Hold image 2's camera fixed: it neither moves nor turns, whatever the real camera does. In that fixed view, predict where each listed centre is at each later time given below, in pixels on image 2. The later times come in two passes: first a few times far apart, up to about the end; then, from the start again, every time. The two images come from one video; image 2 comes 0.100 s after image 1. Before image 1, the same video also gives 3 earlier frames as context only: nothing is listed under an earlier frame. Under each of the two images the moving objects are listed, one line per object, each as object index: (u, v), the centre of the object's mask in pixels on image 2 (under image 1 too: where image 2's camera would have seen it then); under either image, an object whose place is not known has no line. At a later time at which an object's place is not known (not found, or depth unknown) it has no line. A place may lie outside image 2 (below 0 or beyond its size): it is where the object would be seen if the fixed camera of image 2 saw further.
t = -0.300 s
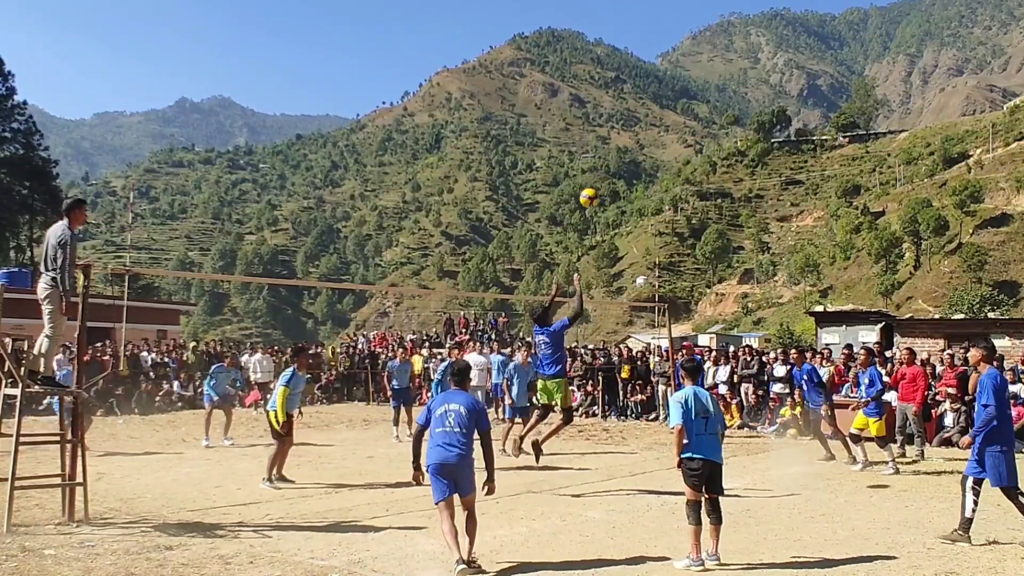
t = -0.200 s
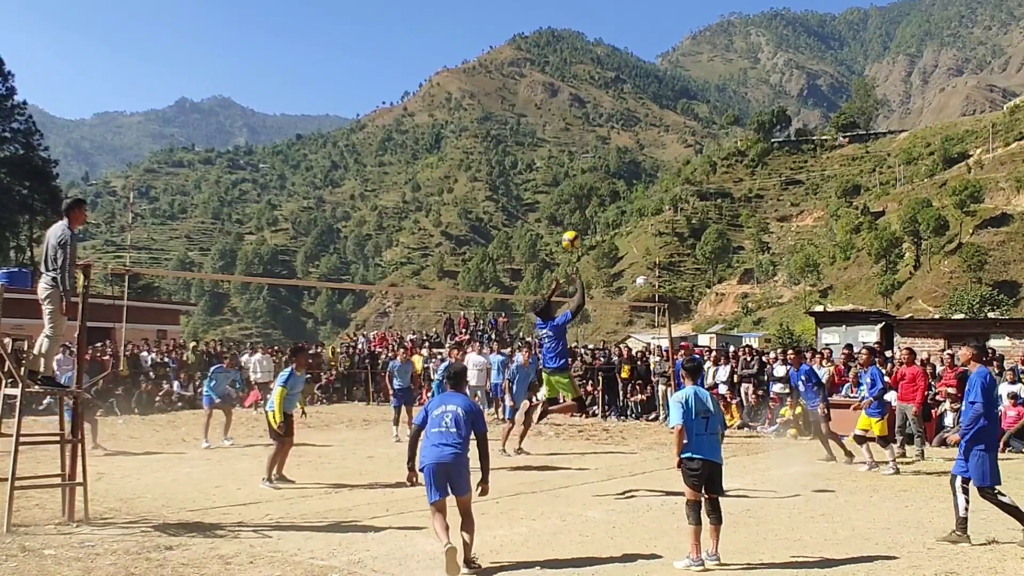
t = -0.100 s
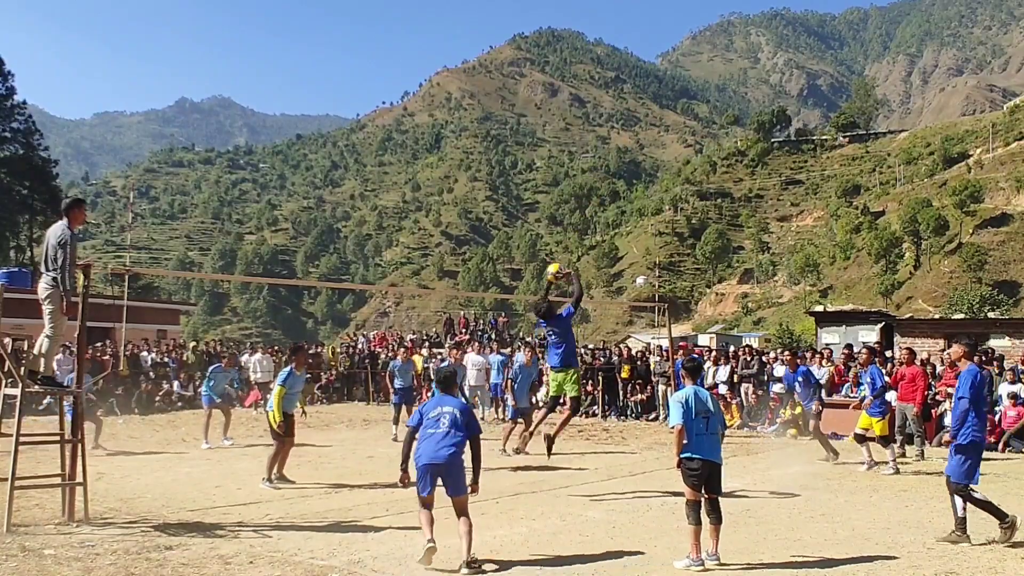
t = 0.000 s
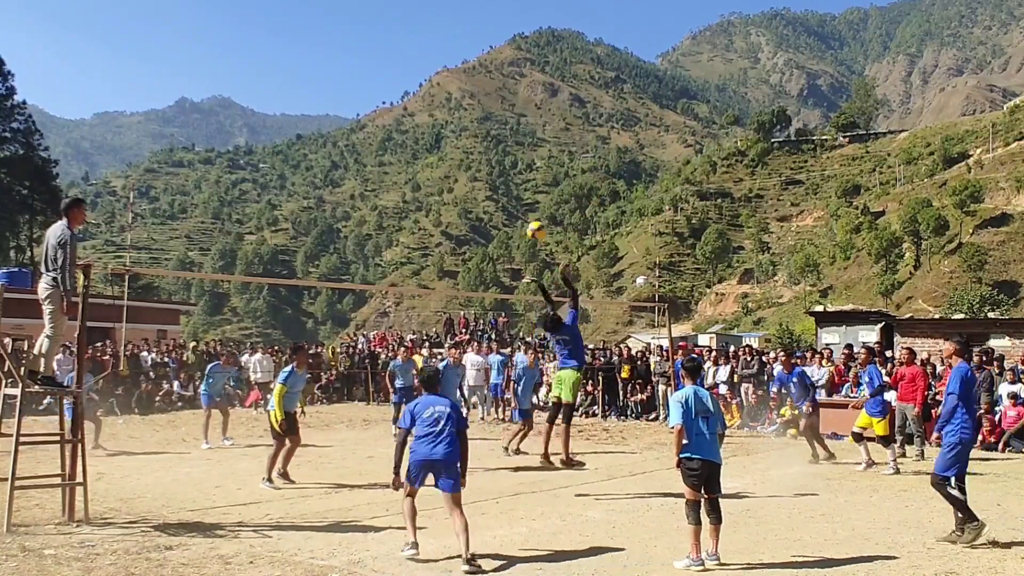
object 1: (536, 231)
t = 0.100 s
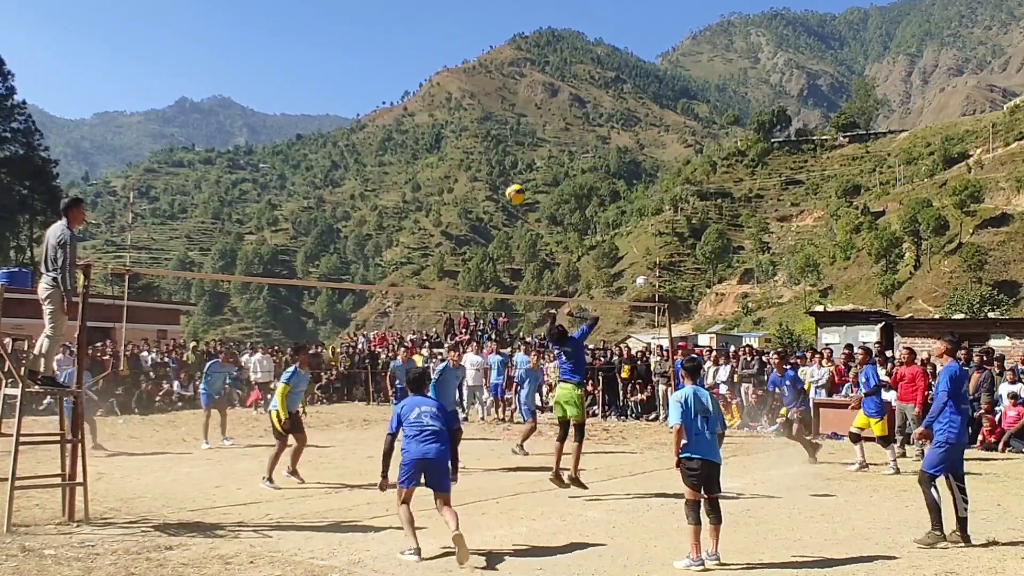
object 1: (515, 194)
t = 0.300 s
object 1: (472, 144)
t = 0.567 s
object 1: (412, 132)
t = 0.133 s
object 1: (508, 184)
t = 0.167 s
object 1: (501, 174)
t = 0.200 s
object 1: (494, 165)
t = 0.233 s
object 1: (486, 157)
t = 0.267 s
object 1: (479, 150)
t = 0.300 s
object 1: (472, 144)
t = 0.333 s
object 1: (464, 139)
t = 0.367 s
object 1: (458, 136)
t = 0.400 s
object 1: (450, 133)
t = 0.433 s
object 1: (444, 131)
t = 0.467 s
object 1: (436, 130)
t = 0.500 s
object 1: (428, 130)
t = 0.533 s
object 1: (420, 130)
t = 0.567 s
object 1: (412, 132)
